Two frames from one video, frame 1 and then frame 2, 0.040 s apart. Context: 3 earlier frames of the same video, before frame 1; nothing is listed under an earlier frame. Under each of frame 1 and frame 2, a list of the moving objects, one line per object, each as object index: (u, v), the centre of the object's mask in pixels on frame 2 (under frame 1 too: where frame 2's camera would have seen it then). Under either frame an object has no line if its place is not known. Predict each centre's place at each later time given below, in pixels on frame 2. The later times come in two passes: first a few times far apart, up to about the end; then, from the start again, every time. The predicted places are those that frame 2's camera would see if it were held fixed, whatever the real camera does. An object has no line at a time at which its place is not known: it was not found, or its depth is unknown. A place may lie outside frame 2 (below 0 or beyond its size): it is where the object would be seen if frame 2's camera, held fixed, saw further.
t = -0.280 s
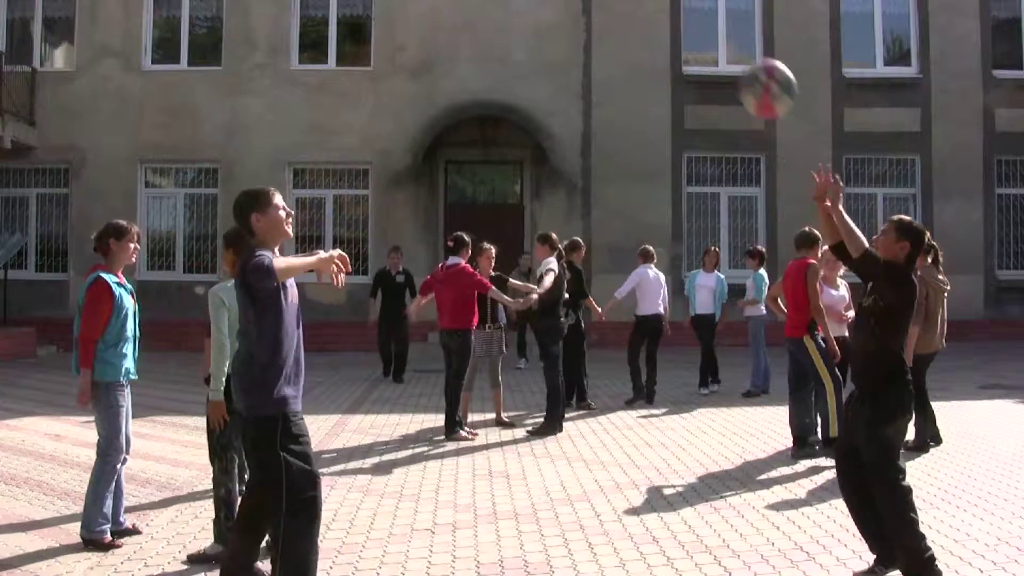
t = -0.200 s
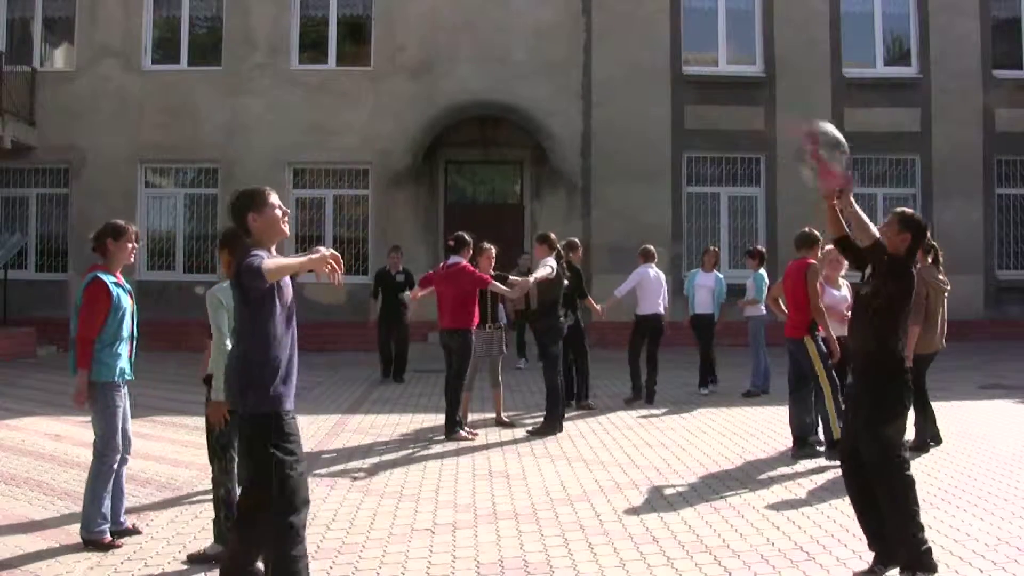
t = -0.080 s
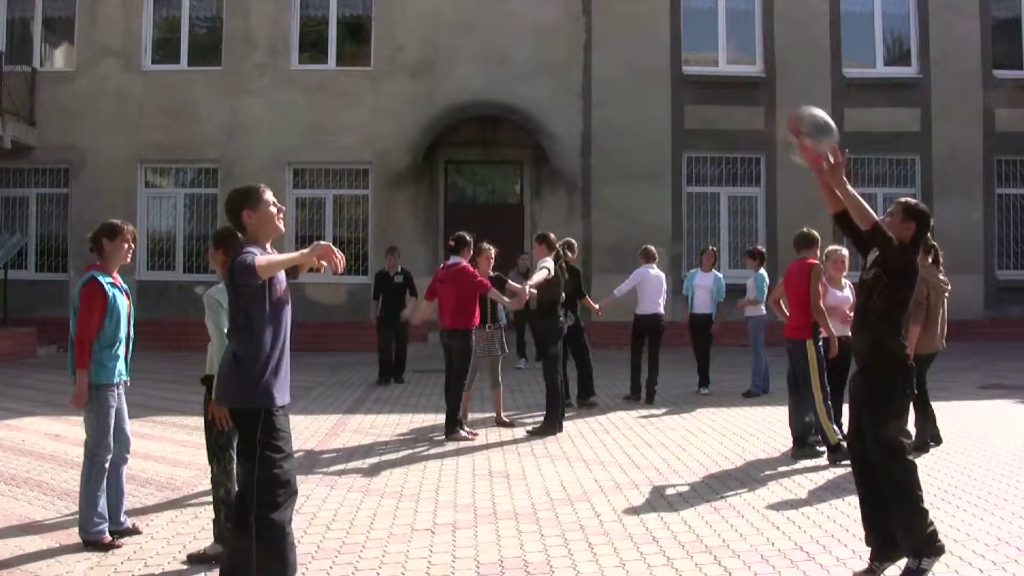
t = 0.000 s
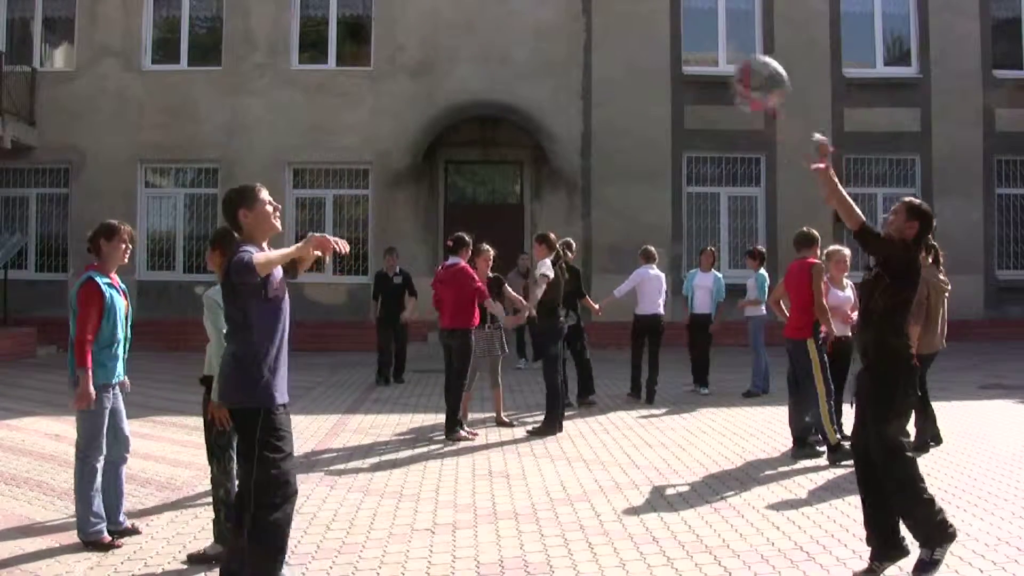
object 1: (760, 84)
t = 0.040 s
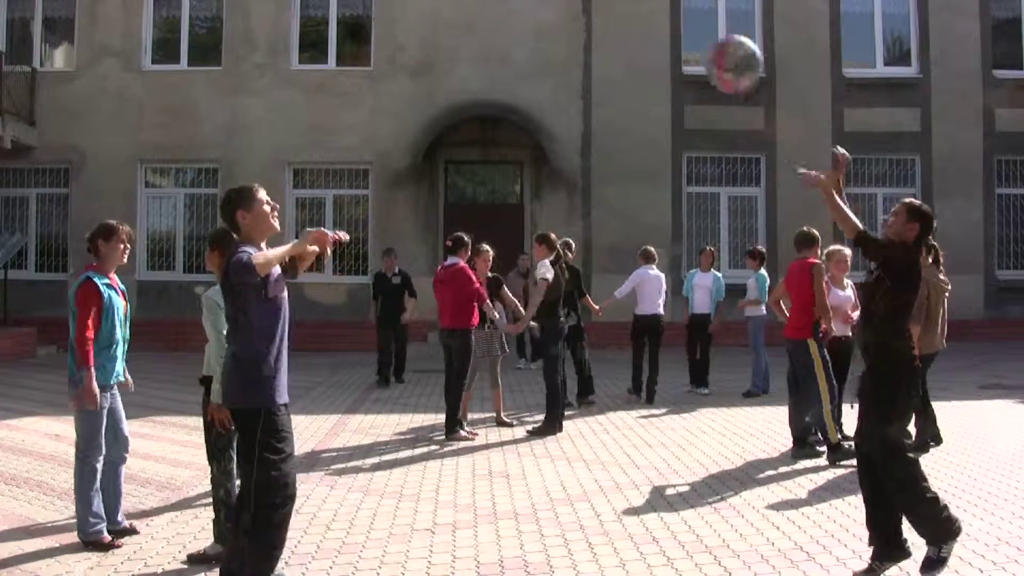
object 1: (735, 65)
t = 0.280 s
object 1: (580, 20)
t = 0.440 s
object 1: (475, 60)
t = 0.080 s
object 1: (710, 46)
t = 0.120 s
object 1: (684, 32)
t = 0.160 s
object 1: (659, 24)
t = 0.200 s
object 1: (632, 20)
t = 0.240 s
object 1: (607, 19)
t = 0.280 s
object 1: (580, 20)
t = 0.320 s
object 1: (554, 23)
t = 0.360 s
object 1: (528, 30)
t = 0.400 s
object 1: (501, 43)
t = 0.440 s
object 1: (475, 60)
